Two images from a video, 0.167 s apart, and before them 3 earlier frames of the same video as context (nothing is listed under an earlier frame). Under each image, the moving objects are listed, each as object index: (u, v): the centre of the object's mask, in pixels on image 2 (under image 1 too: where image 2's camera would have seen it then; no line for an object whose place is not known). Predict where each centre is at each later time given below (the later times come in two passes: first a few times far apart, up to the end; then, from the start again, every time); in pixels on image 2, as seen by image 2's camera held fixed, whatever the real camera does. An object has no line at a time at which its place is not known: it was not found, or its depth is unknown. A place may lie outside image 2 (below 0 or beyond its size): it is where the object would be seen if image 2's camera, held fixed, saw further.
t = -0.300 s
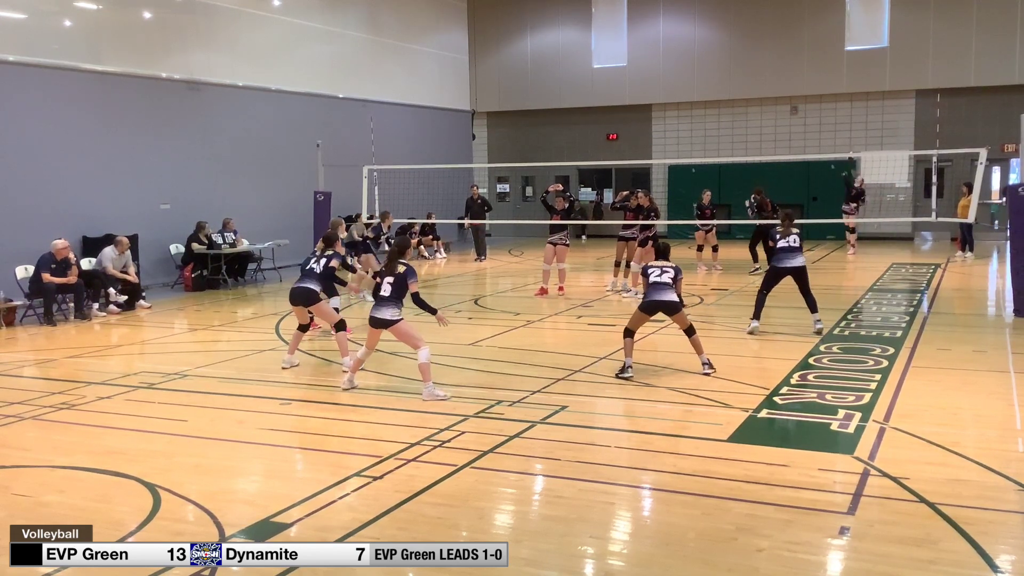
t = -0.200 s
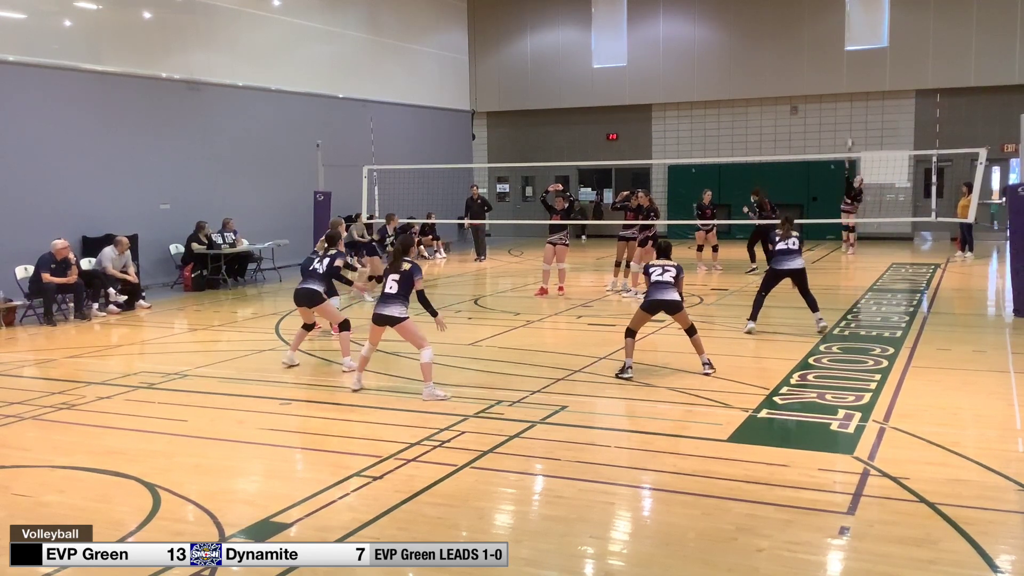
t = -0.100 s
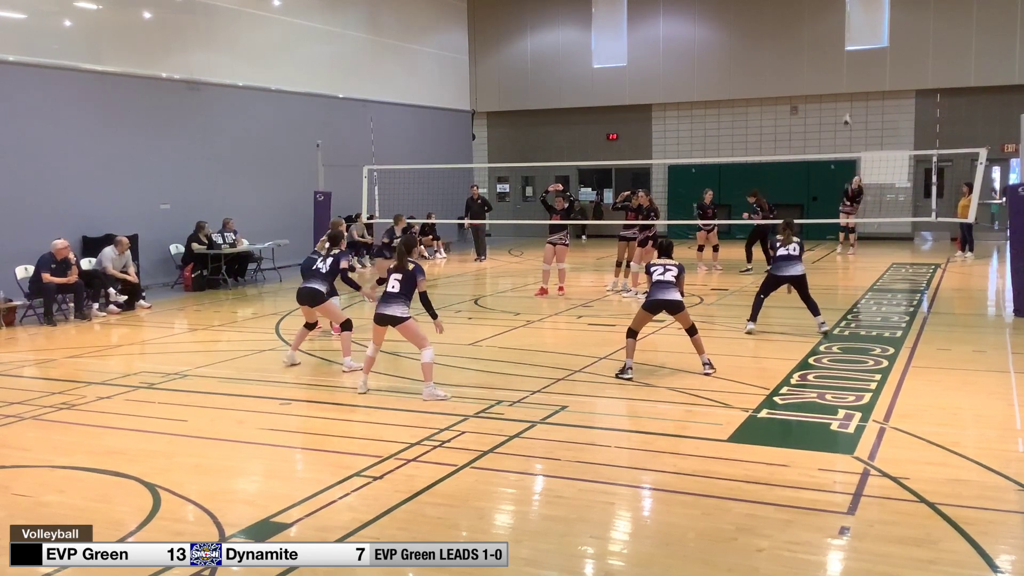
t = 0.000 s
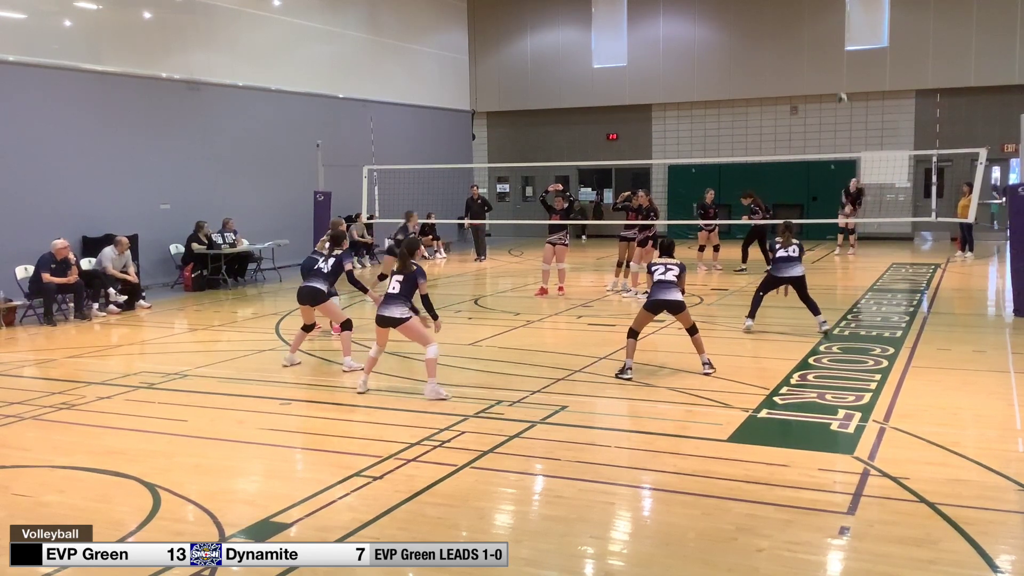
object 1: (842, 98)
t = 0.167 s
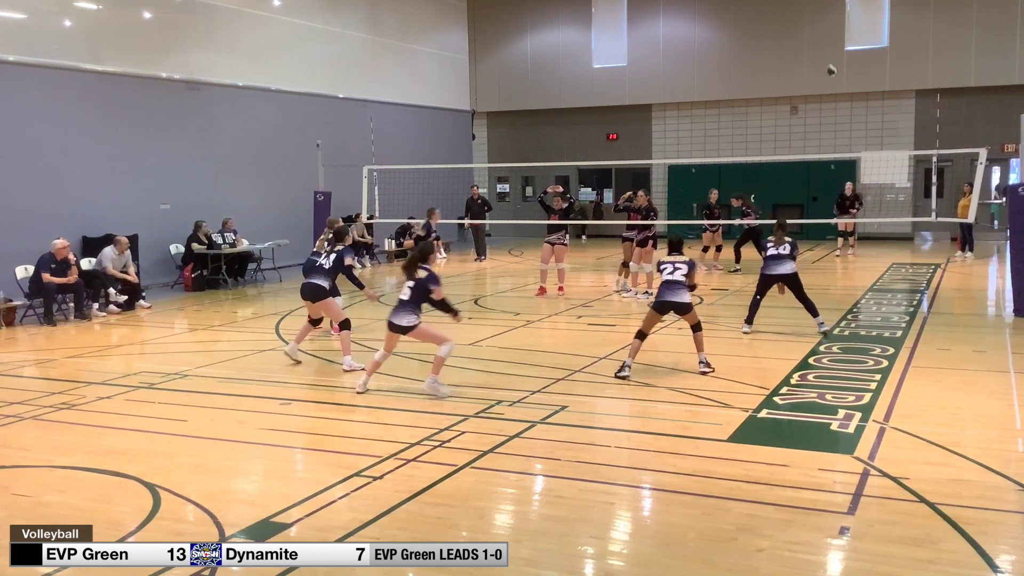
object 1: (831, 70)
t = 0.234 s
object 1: (829, 62)
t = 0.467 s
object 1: (810, 49)
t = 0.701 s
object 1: (785, 78)
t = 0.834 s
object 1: (767, 123)
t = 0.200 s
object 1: (830, 66)
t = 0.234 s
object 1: (829, 62)
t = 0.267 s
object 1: (825, 58)
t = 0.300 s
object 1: (823, 55)
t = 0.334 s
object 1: (821, 52)
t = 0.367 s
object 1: (819, 50)
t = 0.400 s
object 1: (816, 49)
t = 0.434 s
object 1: (813, 48)
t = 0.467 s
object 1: (810, 49)
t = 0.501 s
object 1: (807, 50)
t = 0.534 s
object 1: (804, 52)
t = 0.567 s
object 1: (800, 55)
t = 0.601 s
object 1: (797, 59)
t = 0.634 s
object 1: (792, 64)
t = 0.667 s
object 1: (790, 70)
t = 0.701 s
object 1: (785, 78)
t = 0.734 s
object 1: (781, 87)
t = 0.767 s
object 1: (776, 96)
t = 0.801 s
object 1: (771, 109)
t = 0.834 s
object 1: (767, 123)
